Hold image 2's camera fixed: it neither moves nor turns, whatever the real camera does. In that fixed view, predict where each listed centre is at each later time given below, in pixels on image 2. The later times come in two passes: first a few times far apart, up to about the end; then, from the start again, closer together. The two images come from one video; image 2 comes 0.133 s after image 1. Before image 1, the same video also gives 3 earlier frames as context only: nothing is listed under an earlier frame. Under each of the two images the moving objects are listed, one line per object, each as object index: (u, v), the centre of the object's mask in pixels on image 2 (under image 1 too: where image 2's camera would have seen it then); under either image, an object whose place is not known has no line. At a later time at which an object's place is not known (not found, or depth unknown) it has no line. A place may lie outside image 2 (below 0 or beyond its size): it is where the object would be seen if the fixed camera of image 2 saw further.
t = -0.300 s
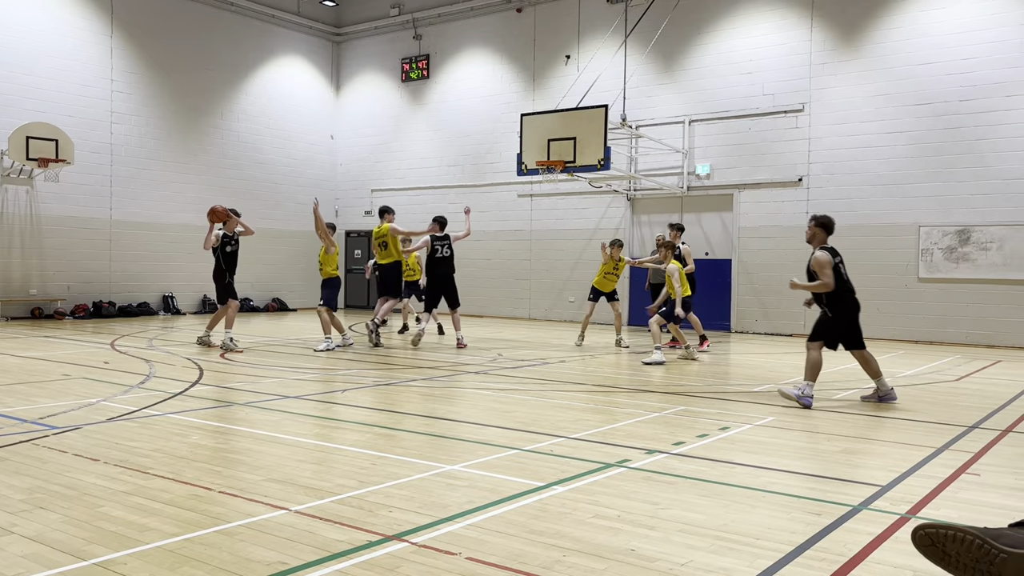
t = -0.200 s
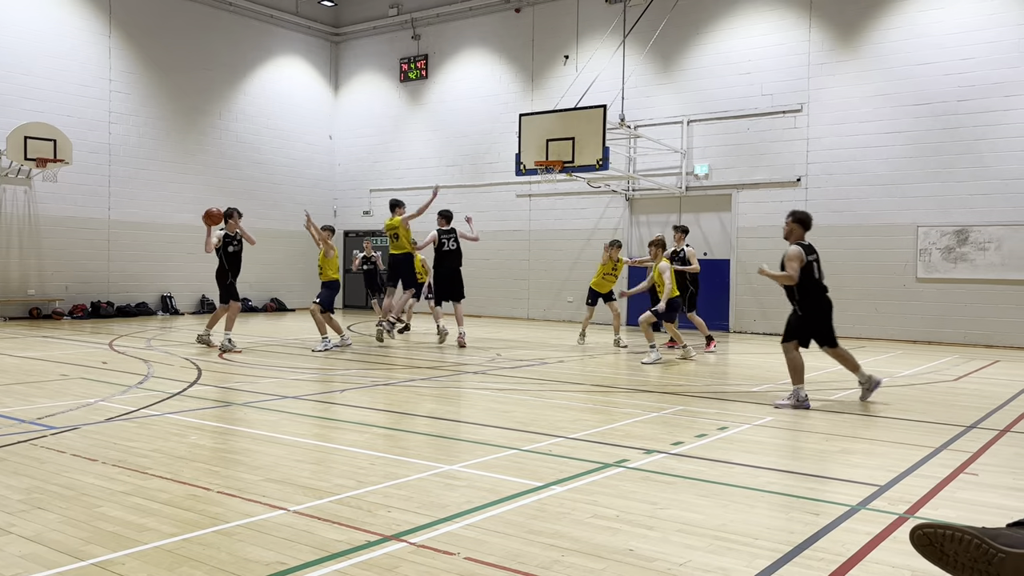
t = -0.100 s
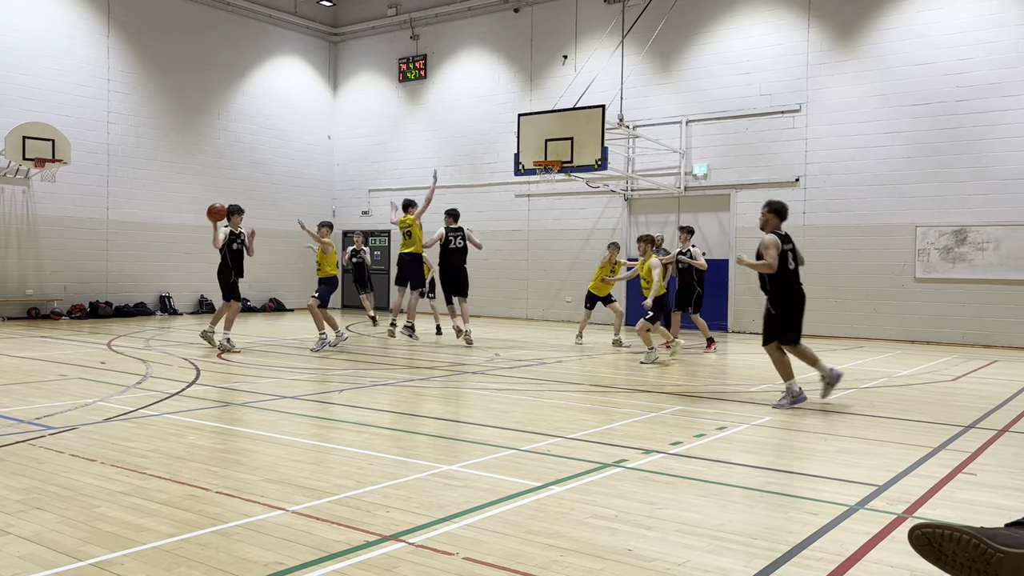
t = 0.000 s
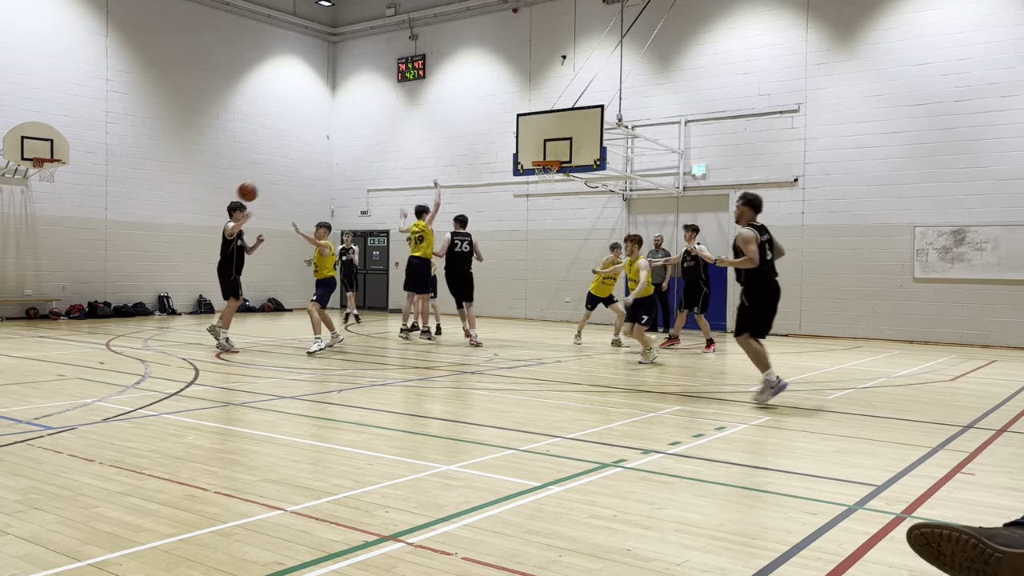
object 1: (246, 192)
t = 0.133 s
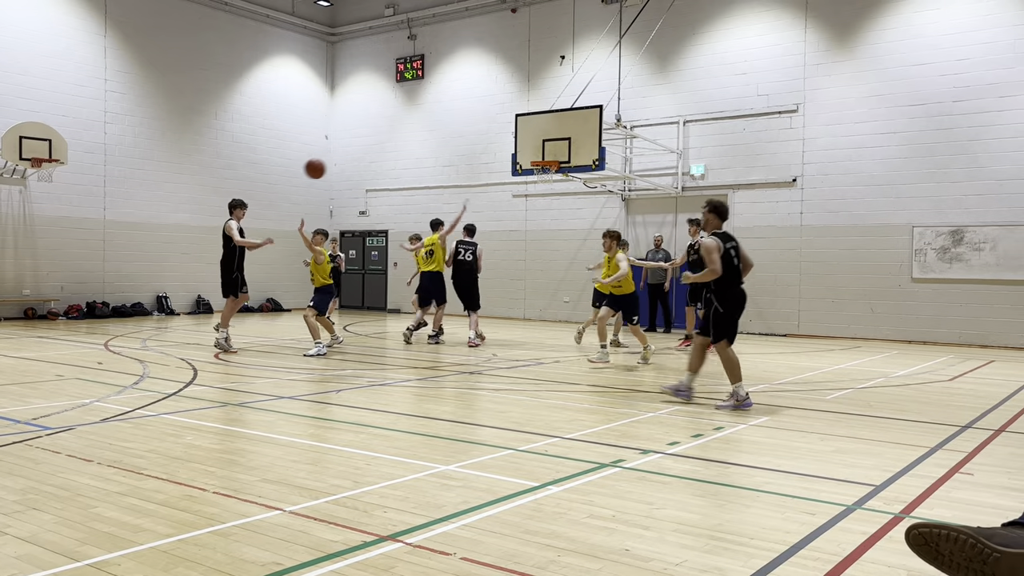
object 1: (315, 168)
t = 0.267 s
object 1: (392, 157)
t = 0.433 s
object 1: (502, 163)
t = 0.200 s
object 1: (352, 161)
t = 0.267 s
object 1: (392, 157)
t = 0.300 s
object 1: (413, 156)
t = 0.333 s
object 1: (434, 156)
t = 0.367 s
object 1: (456, 157)
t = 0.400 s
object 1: (479, 159)
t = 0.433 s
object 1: (502, 163)
